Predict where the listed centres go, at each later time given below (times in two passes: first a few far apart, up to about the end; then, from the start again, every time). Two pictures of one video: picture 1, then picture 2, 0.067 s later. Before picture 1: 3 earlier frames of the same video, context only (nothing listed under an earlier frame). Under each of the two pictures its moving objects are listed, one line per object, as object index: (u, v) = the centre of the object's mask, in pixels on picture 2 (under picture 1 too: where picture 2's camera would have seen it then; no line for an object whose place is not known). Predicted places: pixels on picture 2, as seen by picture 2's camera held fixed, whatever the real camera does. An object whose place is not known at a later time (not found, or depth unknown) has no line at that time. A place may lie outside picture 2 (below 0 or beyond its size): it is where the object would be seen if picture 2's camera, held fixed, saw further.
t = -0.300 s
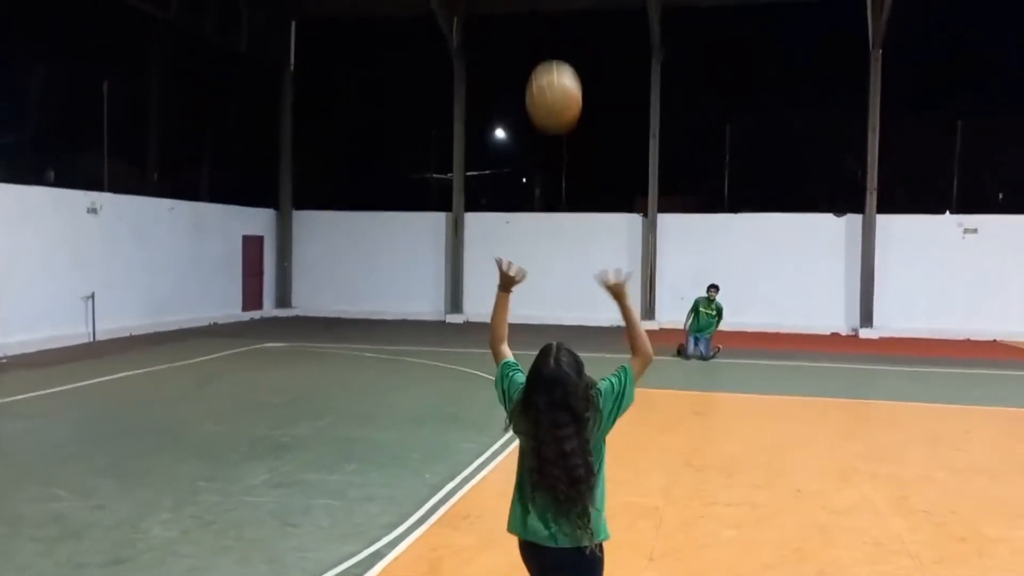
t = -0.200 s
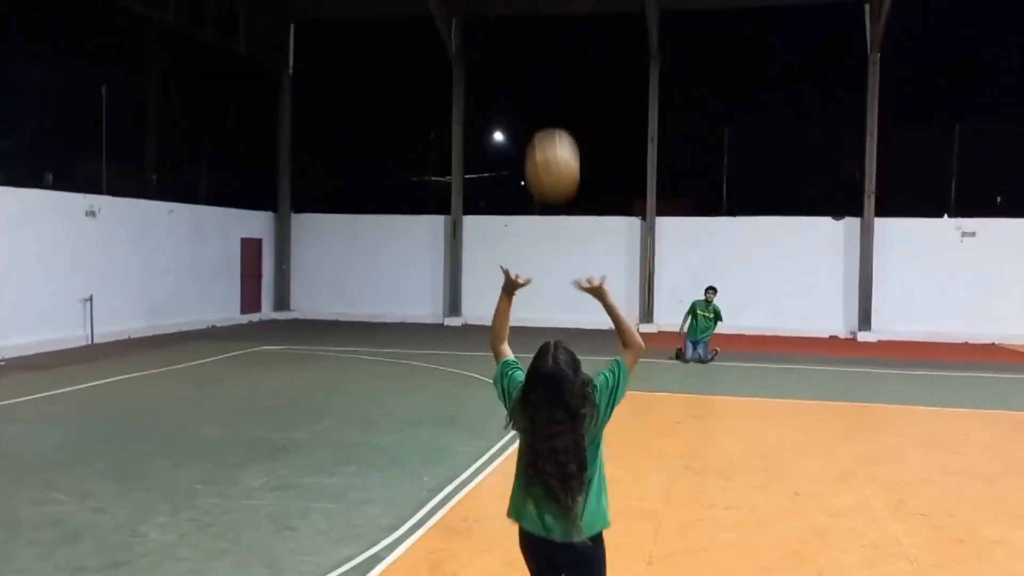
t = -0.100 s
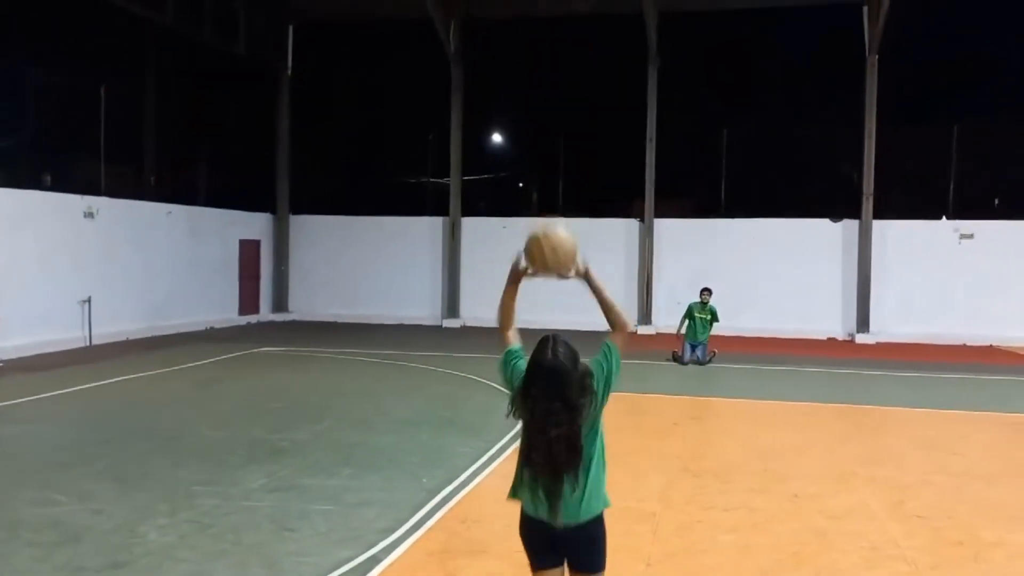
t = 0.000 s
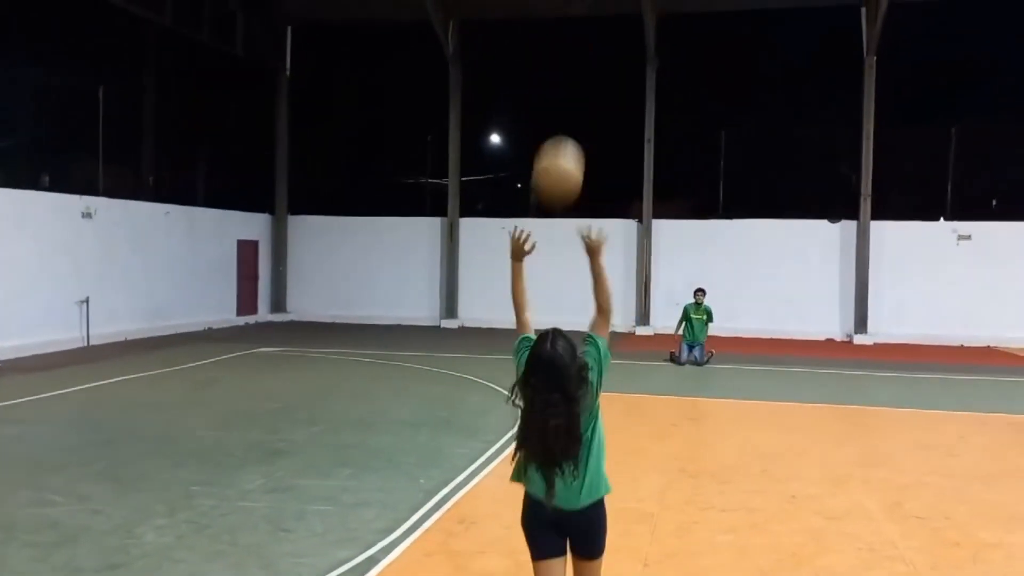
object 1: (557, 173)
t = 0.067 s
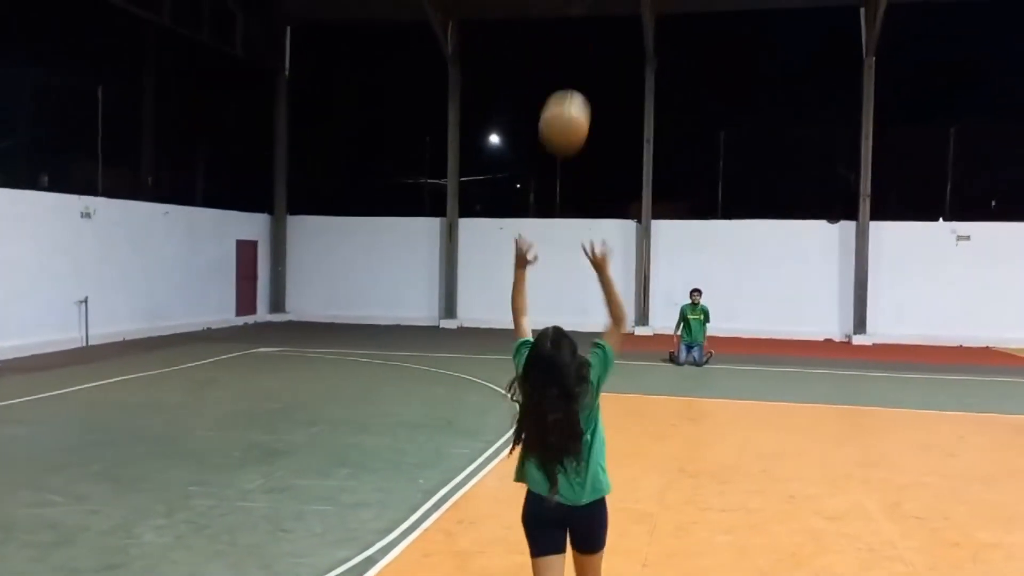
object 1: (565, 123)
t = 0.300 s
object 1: (586, 40)
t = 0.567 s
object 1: (607, 90)
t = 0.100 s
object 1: (568, 103)
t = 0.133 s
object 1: (571, 85)
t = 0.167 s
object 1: (574, 71)
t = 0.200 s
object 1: (577, 60)
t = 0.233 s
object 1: (580, 50)
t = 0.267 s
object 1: (584, 44)
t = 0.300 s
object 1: (586, 40)
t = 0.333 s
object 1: (589, 39)
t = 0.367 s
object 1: (592, 40)
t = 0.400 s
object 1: (595, 43)
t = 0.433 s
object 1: (597, 48)
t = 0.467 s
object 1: (600, 56)
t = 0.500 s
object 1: (602, 66)
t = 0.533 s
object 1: (604, 77)
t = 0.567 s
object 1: (607, 90)
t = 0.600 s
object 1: (609, 106)
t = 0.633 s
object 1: (610, 124)
